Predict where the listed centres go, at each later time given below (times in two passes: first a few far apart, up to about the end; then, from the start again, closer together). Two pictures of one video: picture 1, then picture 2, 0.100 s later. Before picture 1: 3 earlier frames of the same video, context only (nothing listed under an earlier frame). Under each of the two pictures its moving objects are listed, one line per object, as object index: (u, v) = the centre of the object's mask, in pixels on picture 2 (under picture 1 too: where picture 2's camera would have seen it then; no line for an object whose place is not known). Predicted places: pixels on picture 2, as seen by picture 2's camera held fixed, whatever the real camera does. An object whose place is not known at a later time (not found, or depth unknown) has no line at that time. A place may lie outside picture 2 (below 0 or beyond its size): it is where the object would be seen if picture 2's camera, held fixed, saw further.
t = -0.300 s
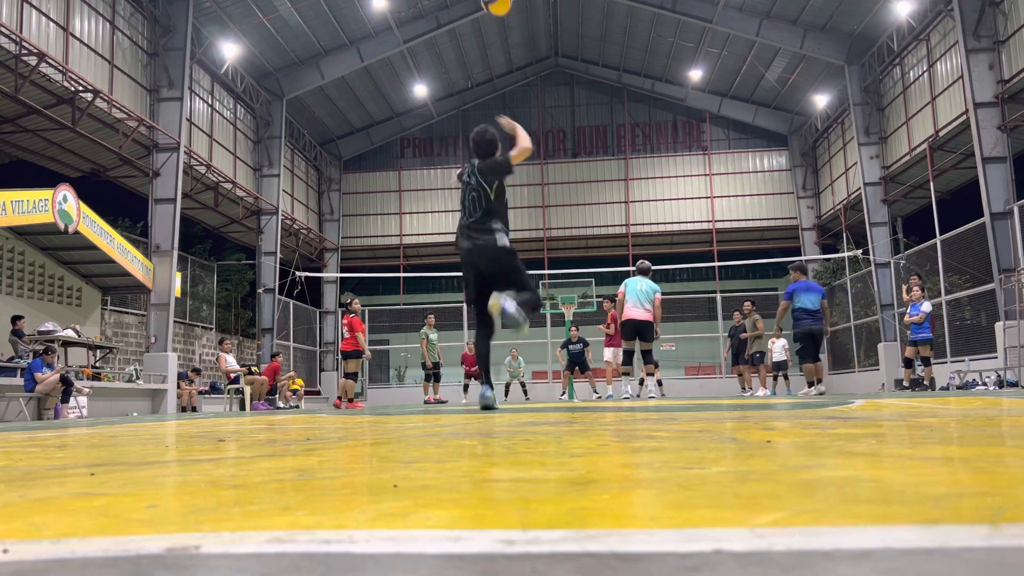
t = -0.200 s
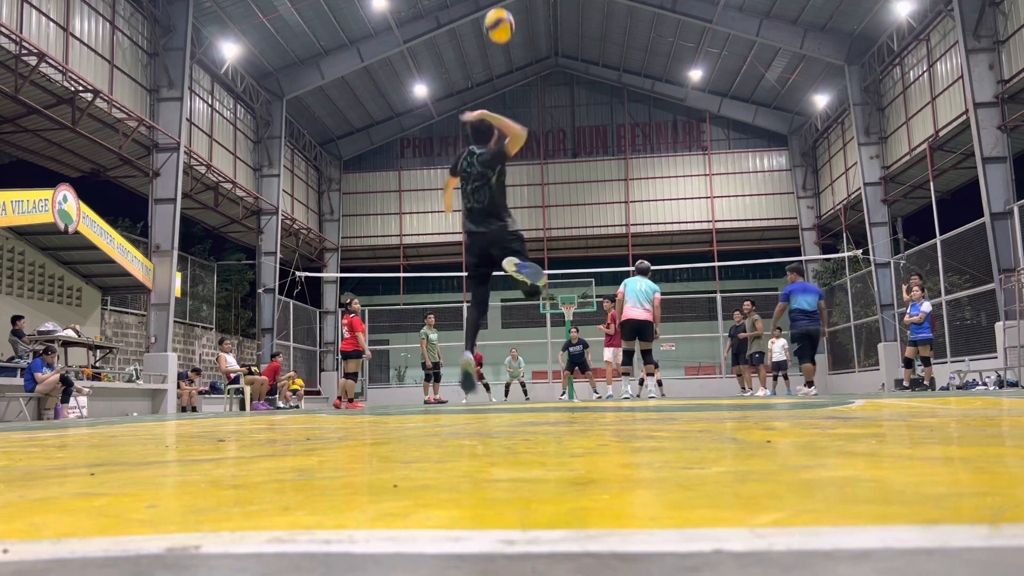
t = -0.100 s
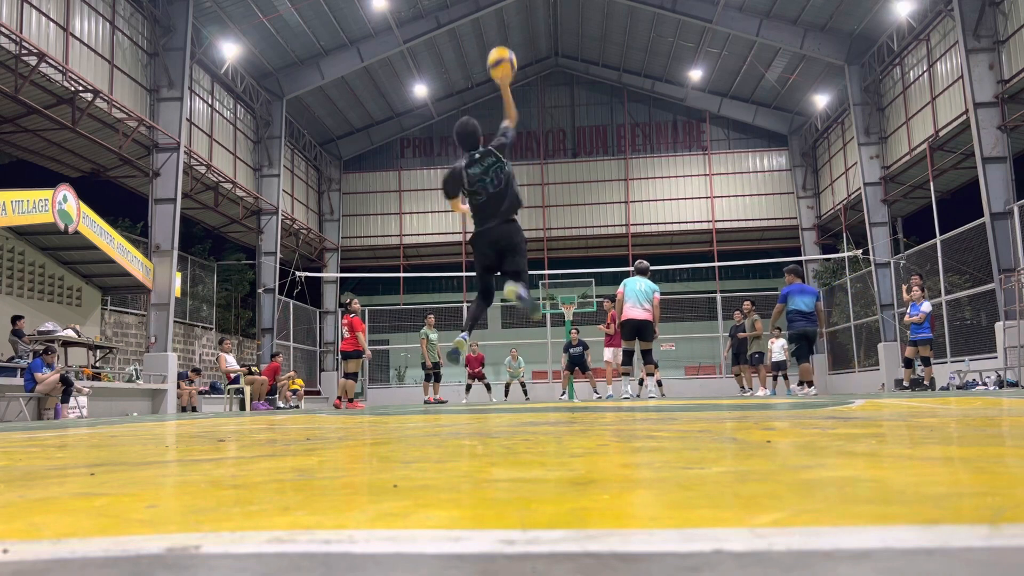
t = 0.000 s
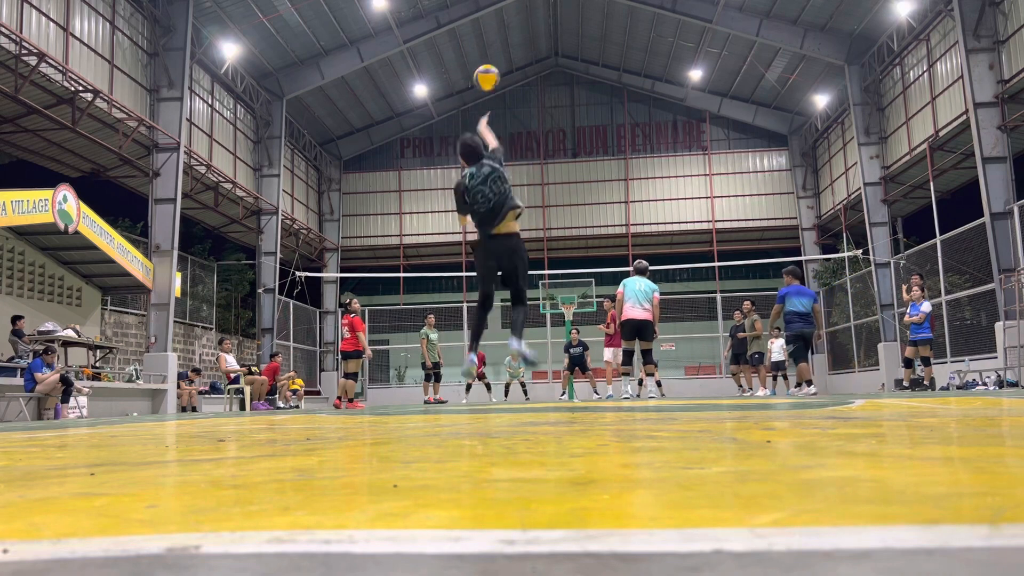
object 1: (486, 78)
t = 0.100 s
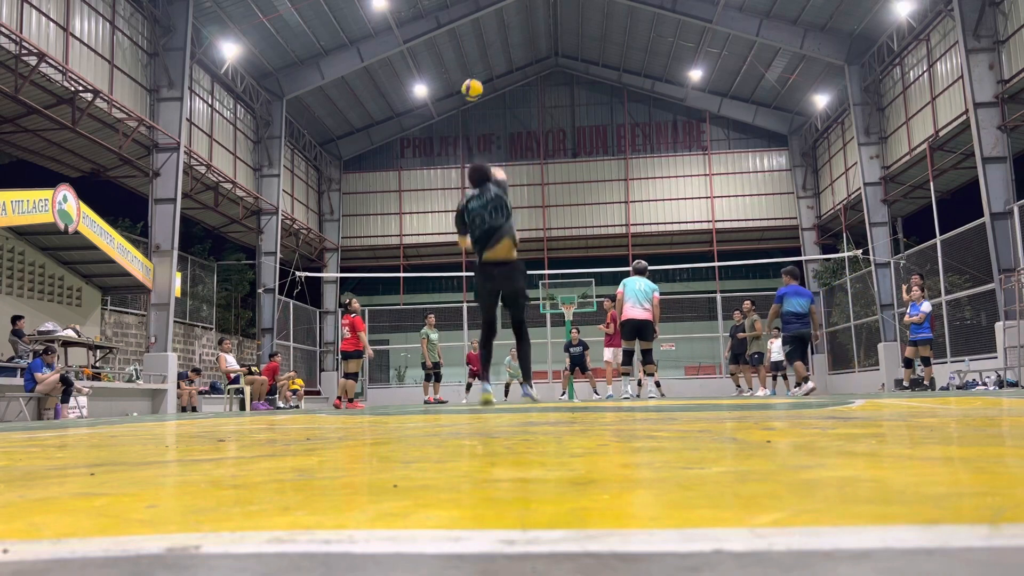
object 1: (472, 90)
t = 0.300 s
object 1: (454, 116)
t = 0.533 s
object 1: (440, 162)
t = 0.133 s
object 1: (468, 94)
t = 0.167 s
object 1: (465, 98)
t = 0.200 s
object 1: (462, 102)
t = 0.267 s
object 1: (457, 111)
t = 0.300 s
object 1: (454, 116)
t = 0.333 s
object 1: (452, 122)
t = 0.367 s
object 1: (450, 128)
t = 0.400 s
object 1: (448, 134)
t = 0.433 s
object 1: (446, 140)
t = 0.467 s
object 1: (444, 147)
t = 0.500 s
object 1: (442, 155)
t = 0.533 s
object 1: (440, 162)
